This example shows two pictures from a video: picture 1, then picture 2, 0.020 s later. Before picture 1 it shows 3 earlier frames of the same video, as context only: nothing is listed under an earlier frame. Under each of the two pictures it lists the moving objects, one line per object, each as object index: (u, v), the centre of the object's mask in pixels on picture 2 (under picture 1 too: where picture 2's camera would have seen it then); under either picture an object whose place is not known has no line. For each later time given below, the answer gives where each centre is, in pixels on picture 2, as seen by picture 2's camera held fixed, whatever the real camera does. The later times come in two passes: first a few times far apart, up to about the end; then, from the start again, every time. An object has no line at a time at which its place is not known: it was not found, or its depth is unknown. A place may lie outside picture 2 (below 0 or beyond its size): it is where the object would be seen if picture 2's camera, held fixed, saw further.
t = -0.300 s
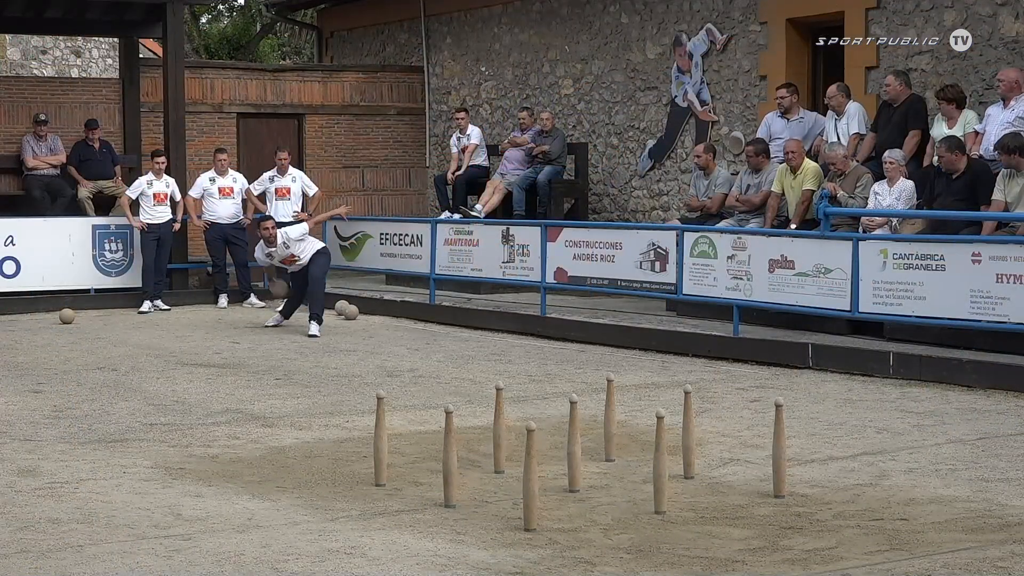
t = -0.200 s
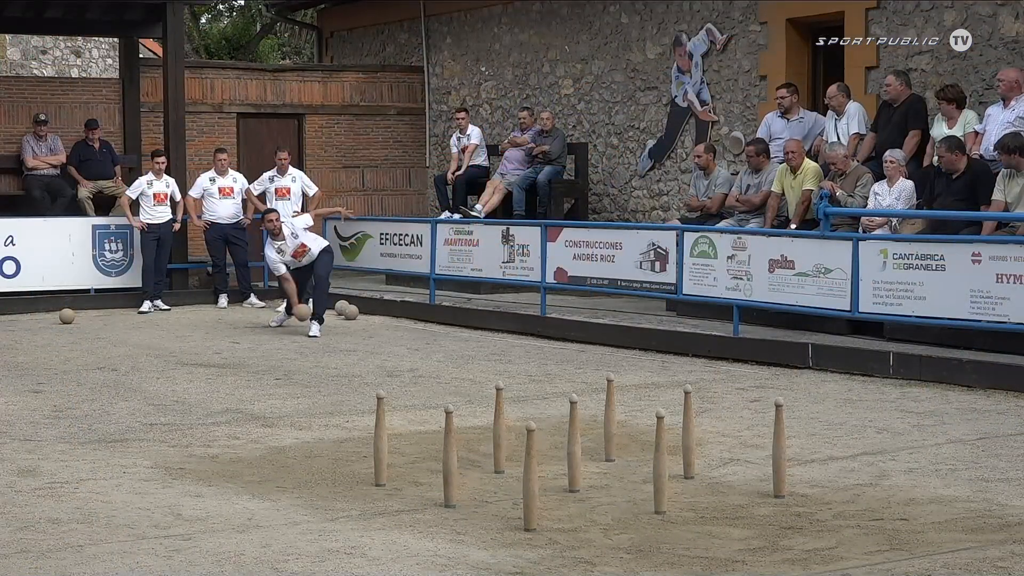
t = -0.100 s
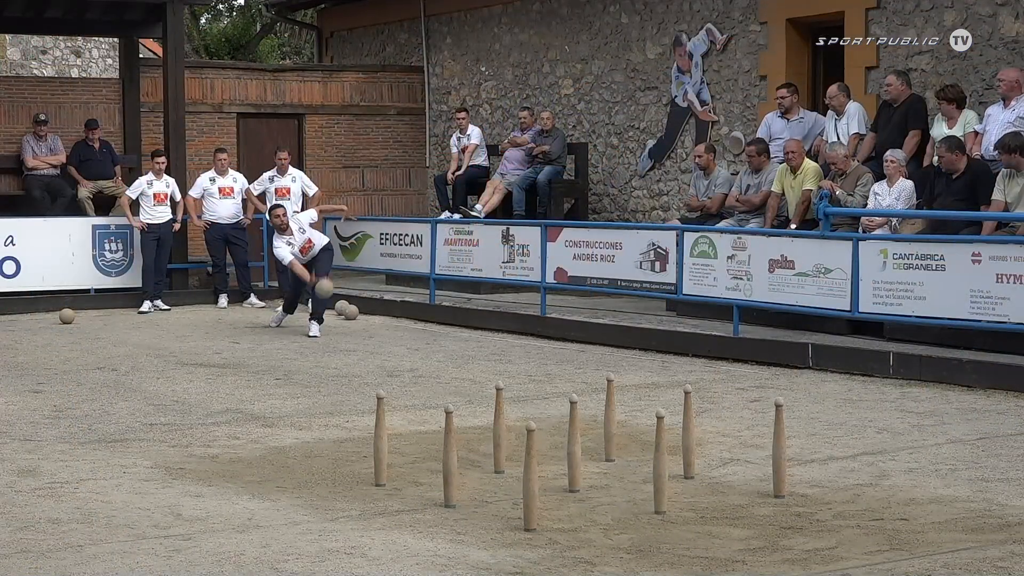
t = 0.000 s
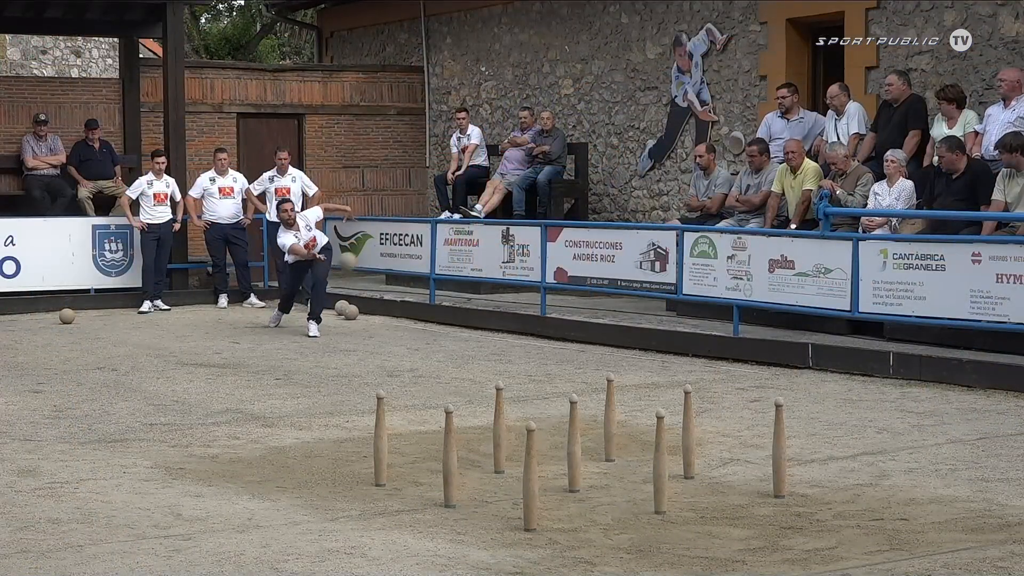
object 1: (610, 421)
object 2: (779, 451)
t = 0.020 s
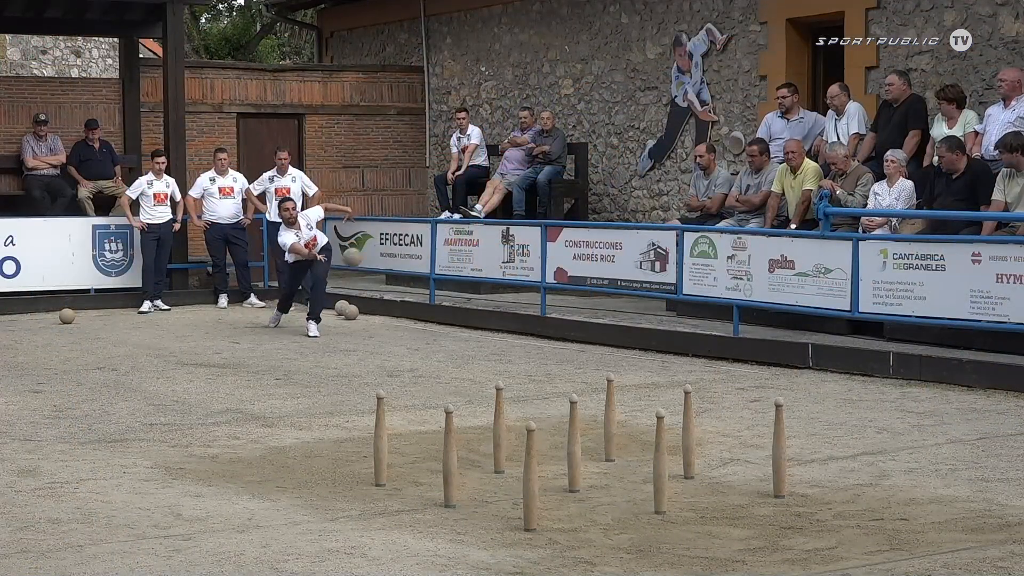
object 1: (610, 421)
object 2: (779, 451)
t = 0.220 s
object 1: (610, 421)
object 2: (779, 451)
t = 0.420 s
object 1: (610, 421)
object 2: (779, 451)
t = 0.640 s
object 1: (610, 420)
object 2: (779, 451)
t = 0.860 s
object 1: (585, 435)
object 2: (779, 451)
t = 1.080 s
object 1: (601, 493)
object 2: (783, 507)
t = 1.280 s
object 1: (605, 495)
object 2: (866, 526)
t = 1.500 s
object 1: (604, 498)
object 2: (900, 541)
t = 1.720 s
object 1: (603, 499)
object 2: (898, 544)
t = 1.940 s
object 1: (601, 500)
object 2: (887, 544)
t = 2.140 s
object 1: (602, 500)
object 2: (882, 543)
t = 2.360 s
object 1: (602, 500)
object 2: (884, 544)
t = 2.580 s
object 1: (603, 500)
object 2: (886, 544)
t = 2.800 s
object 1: (603, 500)
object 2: (886, 544)
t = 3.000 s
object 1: (603, 500)
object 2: (886, 544)
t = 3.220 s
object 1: (603, 500)
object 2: (886, 544)
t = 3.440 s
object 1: (603, 500)
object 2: (886, 544)
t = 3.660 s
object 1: (603, 500)
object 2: (886, 544)
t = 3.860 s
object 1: (603, 500)
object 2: (886, 544)
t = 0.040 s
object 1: (610, 421)
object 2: (779, 451)
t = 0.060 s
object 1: (610, 421)
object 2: (779, 451)
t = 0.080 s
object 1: (610, 421)
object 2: (779, 451)
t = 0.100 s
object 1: (610, 421)
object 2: (779, 451)
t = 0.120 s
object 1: (610, 421)
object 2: (779, 451)
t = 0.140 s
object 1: (610, 421)
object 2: (779, 451)
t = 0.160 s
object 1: (610, 421)
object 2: (779, 451)
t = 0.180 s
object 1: (610, 421)
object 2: (779, 451)
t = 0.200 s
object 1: (610, 421)
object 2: (779, 451)
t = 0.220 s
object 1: (610, 421)
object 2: (779, 451)
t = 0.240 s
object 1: (610, 421)
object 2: (779, 451)
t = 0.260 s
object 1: (610, 421)
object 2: (779, 451)
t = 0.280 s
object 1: (610, 421)
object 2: (779, 451)
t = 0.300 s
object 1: (610, 421)
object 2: (779, 451)
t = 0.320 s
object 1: (610, 421)
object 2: (779, 451)
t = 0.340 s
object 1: (610, 421)
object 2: (779, 451)
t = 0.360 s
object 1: (610, 421)
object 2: (779, 451)
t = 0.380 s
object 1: (610, 421)
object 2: (779, 451)
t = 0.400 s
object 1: (610, 421)
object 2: (779, 451)
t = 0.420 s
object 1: (610, 421)
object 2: (779, 451)
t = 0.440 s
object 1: (610, 421)
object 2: (779, 451)
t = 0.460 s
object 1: (610, 420)
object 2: (779, 451)
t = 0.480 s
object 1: (610, 420)
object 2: (779, 451)
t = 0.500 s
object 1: (610, 420)
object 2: (779, 451)
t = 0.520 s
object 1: (610, 421)
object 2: (779, 451)
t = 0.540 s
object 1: (610, 421)
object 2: (779, 451)
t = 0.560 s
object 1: (610, 420)
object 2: (779, 451)
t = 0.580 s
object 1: (610, 420)
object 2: (779, 451)
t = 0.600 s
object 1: (610, 420)
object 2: (779, 451)
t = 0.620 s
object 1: (610, 420)
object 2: (779, 451)
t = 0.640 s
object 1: (610, 420)
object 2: (779, 451)
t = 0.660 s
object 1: (610, 421)
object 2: (779, 451)
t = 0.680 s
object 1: (610, 421)
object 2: (779, 451)
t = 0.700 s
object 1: (608, 419)
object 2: (779, 451)
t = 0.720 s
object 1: (604, 419)
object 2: (779, 451)
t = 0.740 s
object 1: (600, 417)
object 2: (779, 451)
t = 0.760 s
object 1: (597, 417)
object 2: (779, 451)
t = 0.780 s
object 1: (593, 418)
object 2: (779, 451)
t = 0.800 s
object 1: (590, 421)
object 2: (779, 451)
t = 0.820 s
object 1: (586, 424)
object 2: (779, 451)
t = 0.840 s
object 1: (583, 428)
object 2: (779, 451)
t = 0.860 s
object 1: (585, 435)
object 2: (779, 451)
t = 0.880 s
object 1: (587, 437)
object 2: (779, 452)
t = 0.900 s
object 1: (588, 439)
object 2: (778, 454)
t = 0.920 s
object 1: (599, 450)
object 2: (777, 456)
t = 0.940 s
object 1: (597, 453)
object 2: (777, 459)
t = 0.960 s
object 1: (591, 461)
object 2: (777, 463)
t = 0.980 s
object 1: (593, 469)
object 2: (777, 470)
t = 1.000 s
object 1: (596, 476)
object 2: (776, 476)
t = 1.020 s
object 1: (596, 481)
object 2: (778, 485)
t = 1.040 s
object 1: (595, 486)
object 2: (776, 491)
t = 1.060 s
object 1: (598, 492)
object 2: (778, 503)
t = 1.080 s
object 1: (601, 493)
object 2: (783, 507)
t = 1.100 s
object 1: (600, 490)
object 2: (793, 509)
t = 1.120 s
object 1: (602, 488)
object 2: (803, 511)
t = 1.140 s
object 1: (603, 487)
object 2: (812, 513)
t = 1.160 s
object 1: (603, 487)
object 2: (821, 515)
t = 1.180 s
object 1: (604, 487)
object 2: (828, 517)
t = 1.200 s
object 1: (605, 488)
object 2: (836, 518)
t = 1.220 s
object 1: (605, 490)
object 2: (843, 520)
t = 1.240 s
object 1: (606, 493)
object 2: (850, 522)
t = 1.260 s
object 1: (605, 495)
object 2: (859, 525)
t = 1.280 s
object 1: (605, 495)
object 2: (866, 526)
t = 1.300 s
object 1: (605, 495)
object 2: (870, 527)
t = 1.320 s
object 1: (605, 495)
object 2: (874, 527)
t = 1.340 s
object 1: (605, 496)
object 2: (877, 528)
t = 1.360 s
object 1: (605, 496)
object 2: (880, 529)
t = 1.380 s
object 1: (605, 497)
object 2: (884, 531)
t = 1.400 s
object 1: (605, 497)
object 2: (890, 534)
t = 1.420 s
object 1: (604, 497)
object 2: (894, 537)
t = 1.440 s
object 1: (604, 497)
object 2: (895, 537)
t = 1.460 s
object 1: (604, 497)
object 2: (898, 538)
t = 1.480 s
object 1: (604, 498)
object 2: (900, 540)
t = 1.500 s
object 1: (604, 498)
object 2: (900, 541)
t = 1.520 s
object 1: (604, 498)
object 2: (901, 542)
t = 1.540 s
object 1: (603, 498)
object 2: (902, 543)
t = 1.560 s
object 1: (603, 498)
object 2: (902, 543)
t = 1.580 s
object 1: (603, 499)
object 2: (902, 544)
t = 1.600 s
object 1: (604, 499)
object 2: (901, 545)
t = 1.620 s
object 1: (604, 499)
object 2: (901, 545)
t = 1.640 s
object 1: (604, 499)
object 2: (900, 545)
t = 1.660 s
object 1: (603, 499)
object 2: (899, 545)
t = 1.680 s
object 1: (603, 499)
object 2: (899, 544)
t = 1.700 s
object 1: (603, 499)
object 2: (898, 544)
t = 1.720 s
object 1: (603, 499)
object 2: (898, 544)
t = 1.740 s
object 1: (602, 499)
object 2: (897, 544)
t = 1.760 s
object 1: (602, 500)
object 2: (896, 544)
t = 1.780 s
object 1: (602, 500)
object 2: (895, 544)
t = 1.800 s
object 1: (602, 500)
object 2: (895, 544)
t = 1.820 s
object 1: (602, 500)
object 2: (894, 544)
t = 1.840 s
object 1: (602, 500)
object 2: (893, 544)
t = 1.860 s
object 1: (602, 500)
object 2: (892, 544)
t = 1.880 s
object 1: (602, 500)
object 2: (891, 544)
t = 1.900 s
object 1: (602, 500)
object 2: (890, 544)
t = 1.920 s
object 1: (602, 500)
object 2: (888, 544)
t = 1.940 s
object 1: (601, 500)
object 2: (887, 544)
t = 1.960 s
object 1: (602, 500)
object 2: (886, 544)
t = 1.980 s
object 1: (602, 500)
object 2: (885, 544)
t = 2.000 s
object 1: (602, 500)
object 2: (884, 544)
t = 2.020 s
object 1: (602, 500)
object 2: (884, 544)
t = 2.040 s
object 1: (602, 500)
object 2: (883, 544)
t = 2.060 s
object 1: (602, 500)
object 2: (883, 544)
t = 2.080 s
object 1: (602, 500)
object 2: (882, 543)
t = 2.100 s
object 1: (602, 500)
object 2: (882, 543)
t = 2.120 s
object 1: (602, 500)
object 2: (882, 543)
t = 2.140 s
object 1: (602, 500)
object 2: (882, 543)
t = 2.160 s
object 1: (602, 500)
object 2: (882, 543)
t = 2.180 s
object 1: (602, 500)
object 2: (882, 543)
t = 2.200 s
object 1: (602, 500)
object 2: (882, 543)
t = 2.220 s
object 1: (602, 500)
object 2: (882, 543)
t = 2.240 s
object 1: (602, 500)
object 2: (882, 543)
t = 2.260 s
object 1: (602, 500)
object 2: (882, 543)
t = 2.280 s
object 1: (602, 500)
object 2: (882, 543)
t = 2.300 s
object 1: (602, 500)
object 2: (883, 543)
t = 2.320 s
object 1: (602, 500)
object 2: (883, 544)
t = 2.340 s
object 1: (602, 500)
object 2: (883, 544)
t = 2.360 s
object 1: (602, 500)
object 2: (884, 544)
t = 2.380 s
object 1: (602, 500)
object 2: (884, 544)
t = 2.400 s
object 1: (602, 500)
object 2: (884, 544)
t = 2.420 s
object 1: (602, 500)
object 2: (885, 544)
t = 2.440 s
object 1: (602, 500)
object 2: (885, 544)
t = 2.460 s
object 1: (602, 500)
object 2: (885, 544)
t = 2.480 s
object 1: (602, 500)
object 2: (885, 544)
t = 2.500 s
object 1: (602, 500)
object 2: (885, 544)
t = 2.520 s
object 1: (603, 500)
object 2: (885, 544)
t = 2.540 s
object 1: (603, 500)
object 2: (885, 544)
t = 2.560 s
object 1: (603, 500)
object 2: (885, 544)
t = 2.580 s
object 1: (603, 500)
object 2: (886, 544)
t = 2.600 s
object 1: (603, 500)
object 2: (886, 544)
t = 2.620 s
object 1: (603, 500)
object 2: (886, 544)
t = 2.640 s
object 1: (603, 500)
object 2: (886, 544)
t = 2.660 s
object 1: (603, 500)
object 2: (886, 544)
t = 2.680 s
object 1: (603, 500)
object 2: (886, 544)
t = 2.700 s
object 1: (603, 500)
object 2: (886, 544)
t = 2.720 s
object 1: (603, 500)
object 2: (886, 544)
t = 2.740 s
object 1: (602, 500)
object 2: (886, 544)
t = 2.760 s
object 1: (602, 500)
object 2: (886, 544)
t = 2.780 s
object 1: (603, 500)
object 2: (886, 544)
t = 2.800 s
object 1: (603, 500)
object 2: (886, 544)
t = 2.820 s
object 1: (603, 500)
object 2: (886, 544)
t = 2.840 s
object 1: (603, 500)
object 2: (886, 544)
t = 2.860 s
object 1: (603, 500)
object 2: (886, 544)
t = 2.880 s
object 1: (603, 500)
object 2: (886, 544)
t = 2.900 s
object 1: (603, 500)
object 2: (886, 544)
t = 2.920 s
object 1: (603, 500)
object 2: (886, 544)
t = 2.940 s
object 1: (603, 500)
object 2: (886, 544)
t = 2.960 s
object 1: (603, 500)
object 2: (886, 544)
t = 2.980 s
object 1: (603, 500)
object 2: (886, 544)
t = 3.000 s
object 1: (603, 500)
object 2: (886, 544)
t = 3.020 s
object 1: (603, 500)
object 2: (886, 544)
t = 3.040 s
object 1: (603, 500)
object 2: (886, 544)
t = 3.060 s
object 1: (603, 500)
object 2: (886, 544)
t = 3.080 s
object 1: (603, 500)
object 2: (886, 544)
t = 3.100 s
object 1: (603, 500)
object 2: (886, 544)
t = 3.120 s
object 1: (603, 500)
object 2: (886, 544)
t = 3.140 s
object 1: (603, 500)
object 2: (886, 544)
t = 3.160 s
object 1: (603, 500)
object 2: (886, 544)
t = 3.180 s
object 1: (603, 500)
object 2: (886, 544)
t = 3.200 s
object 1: (603, 500)
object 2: (886, 544)
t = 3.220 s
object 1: (603, 500)
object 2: (886, 544)
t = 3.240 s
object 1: (603, 500)
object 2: (886, 544)
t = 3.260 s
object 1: (603, 500)
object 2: (886, 544)
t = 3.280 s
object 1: (603, 500)
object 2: (886, 544)
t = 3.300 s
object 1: (603, 500)
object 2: (886, 544)
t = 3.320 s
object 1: (603, 500)
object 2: (886, 544)
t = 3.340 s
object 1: (603, 500)
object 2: (886, 544)
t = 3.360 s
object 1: (603, 500)
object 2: (886, 544)
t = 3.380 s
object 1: (603, 500)
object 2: (886, 544)
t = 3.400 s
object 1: (603, 500)
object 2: (886, 544)
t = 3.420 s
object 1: (603, 500)
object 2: (886, 544)
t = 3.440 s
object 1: (603, 500)
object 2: (886, 544)
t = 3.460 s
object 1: (603, 500)
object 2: (886, 544)
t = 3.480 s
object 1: (603, 500)
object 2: (886, 544)
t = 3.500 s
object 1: (603, 500)
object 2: (886, 544)
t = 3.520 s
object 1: (603, 500)
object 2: (886, 544)
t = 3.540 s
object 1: (603, 500)
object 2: (886, 544)
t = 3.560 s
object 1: (603, 500)
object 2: (886, 544)
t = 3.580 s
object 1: (603, 500)
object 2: (886, 544)
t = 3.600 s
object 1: (603, 500)
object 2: (886, 544)
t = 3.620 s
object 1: (603, 500)
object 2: (886, 544)
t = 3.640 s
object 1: (603, 500)
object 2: (886, 544)
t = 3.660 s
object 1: (603, 500)
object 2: (886, 544)
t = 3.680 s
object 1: (603, 500)
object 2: (886, 544)
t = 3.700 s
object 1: (603, 500)
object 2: (886, 544)
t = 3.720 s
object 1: (603, 500)
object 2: (886, 544)
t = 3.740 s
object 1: (603, 500)
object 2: (886, 544)
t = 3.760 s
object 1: (603, 500)
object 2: (886, 544)
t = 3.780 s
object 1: (603, 500)
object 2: (886, 544)
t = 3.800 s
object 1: (603, 500)
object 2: (886, 544)
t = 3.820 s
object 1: (603, 500)
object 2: (886, 544)
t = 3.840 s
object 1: (603, 500)
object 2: (886, 544)
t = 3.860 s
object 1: (603, 500)
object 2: (886, 544)
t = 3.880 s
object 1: (603, 500)
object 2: (886, 544)
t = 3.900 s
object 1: (603, 500)
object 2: (886, 544)
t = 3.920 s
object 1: (603, 500)
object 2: (886, 544)
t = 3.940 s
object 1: (603, 500)
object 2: (886, 544)
